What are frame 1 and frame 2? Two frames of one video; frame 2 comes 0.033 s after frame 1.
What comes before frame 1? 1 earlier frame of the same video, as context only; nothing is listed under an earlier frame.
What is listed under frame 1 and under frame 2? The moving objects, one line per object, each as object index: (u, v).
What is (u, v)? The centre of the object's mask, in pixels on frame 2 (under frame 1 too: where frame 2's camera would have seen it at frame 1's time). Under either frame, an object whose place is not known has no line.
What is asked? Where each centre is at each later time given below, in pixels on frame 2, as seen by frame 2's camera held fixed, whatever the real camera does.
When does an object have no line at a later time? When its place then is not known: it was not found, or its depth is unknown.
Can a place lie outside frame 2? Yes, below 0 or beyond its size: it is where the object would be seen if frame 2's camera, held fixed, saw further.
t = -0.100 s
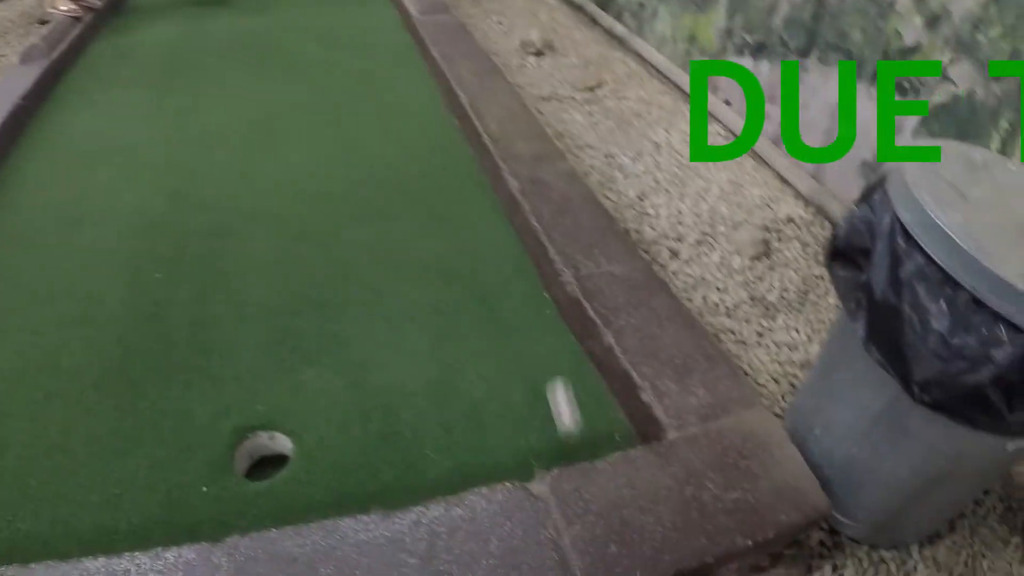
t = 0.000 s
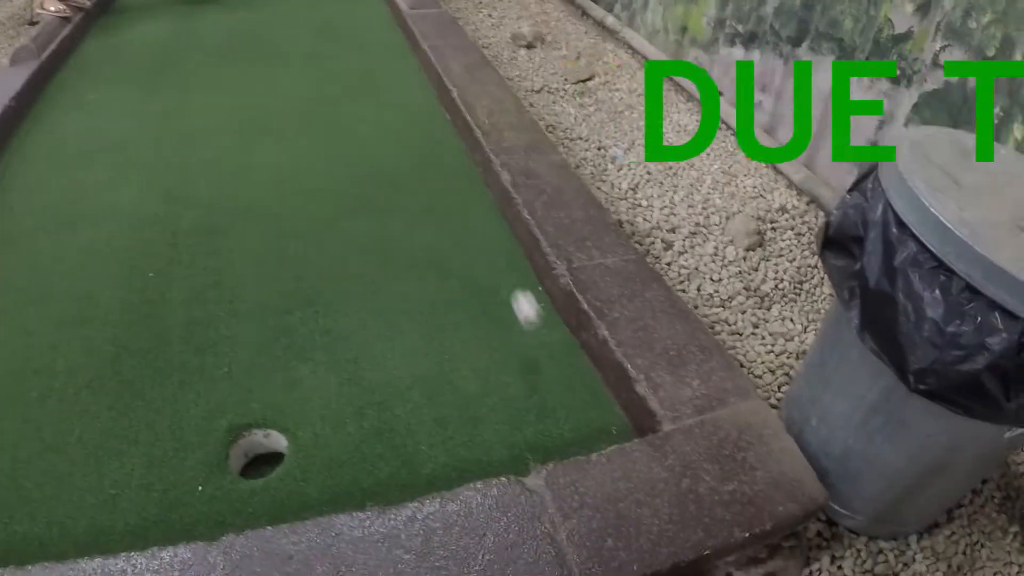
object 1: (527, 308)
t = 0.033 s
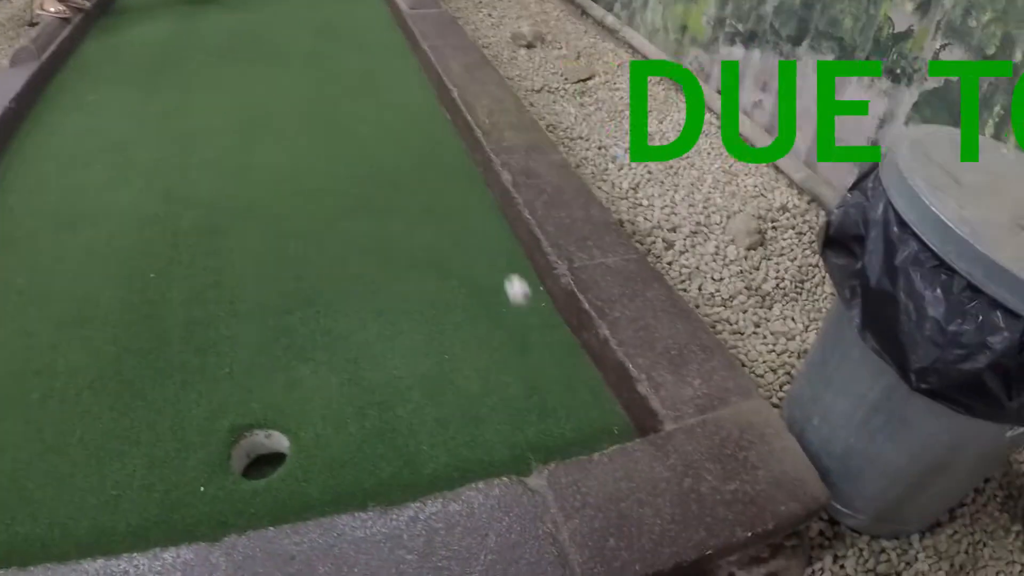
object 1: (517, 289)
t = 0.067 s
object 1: (508, 278)
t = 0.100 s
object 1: (499, 272)
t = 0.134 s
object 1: (495, 258)
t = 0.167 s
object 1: (493, 240)
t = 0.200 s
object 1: (492, 227)
